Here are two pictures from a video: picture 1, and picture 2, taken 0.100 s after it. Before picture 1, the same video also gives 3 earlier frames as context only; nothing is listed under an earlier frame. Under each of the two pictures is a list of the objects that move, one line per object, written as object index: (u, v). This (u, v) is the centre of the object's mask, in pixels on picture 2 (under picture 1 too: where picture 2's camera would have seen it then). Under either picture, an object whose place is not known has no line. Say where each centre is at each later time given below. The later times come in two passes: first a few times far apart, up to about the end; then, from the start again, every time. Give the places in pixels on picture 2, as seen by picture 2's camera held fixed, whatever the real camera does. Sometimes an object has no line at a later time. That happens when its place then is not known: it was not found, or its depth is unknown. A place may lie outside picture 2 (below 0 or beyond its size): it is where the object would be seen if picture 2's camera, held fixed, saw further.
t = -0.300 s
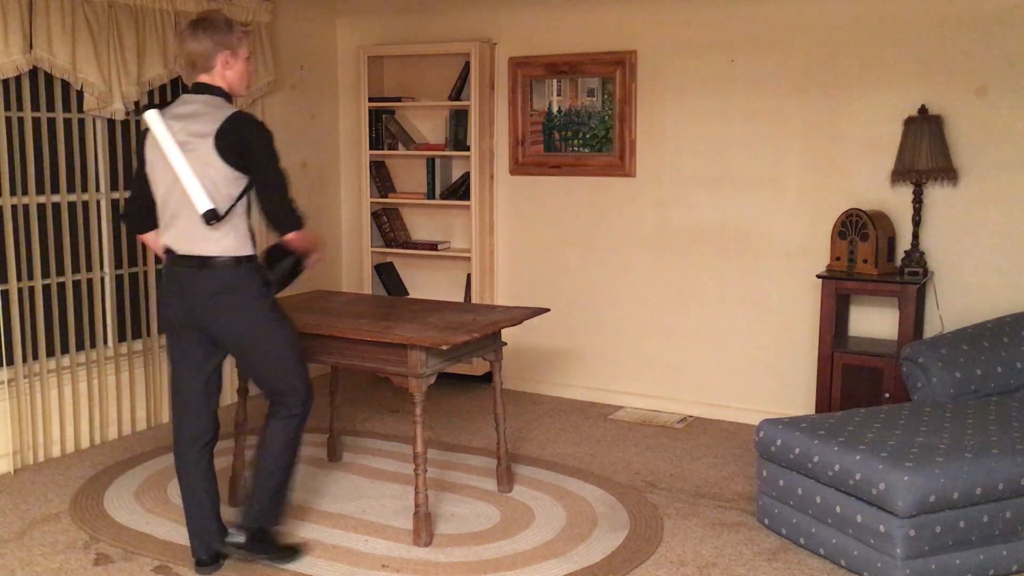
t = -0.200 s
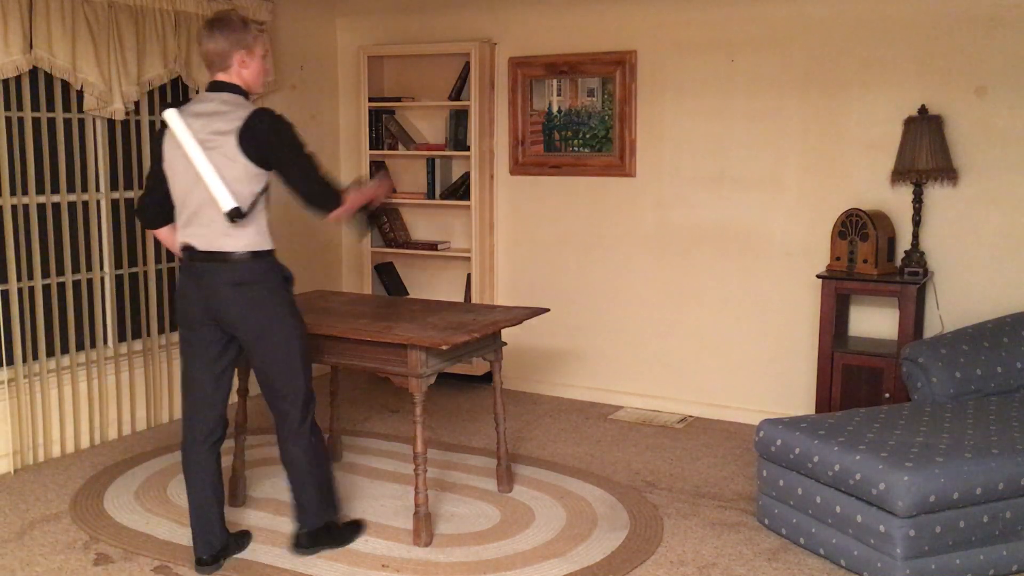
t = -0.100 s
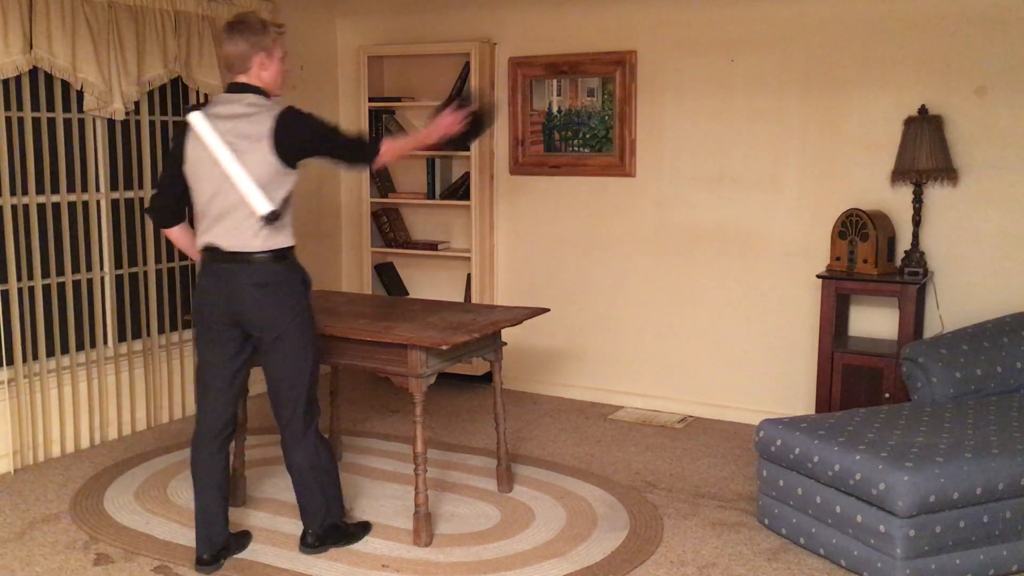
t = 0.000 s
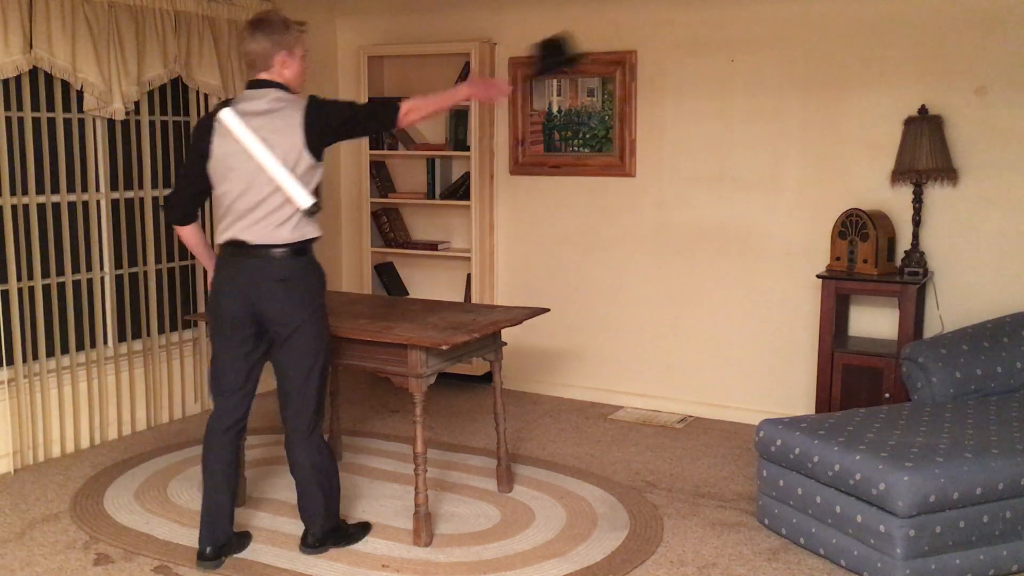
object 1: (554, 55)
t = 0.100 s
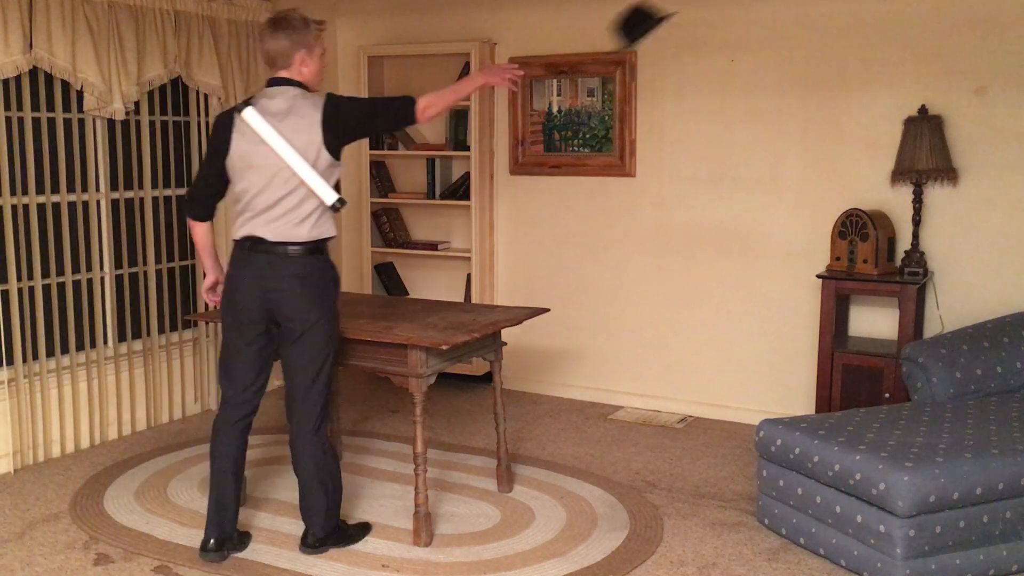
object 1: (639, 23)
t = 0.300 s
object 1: (783, 30)
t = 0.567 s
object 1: (917, 120)
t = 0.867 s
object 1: (931, 119)
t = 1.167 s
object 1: (931, 119)
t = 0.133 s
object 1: (666, 20)
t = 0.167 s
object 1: (692, 18)
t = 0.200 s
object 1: (717, 18)
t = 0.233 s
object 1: (740, 20)
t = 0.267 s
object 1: (762, 24)
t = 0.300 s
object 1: (783, 30)
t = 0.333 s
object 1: (805, 37)
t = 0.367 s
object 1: (825, 47)
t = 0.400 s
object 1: (843, 59)
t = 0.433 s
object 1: (861, 71)
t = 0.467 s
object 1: (880, 84)
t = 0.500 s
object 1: (896, 99)
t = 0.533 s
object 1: (911, 116)
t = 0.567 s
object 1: (917, 120)
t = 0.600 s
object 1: (922, 120)
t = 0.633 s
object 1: (926, 118)
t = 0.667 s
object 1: (930, 119)
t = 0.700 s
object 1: (933, 119)
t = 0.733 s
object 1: (931, 118)
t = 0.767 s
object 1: (931, 119)
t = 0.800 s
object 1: (931, 119)
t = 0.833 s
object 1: (931, 119)
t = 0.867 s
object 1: (931, 119)
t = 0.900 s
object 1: (932, 119)
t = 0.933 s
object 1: (932, 119)
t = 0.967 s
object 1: (932, 119)
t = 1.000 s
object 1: (932, 119)
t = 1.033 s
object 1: (931, 119)
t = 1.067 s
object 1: (931, 119)
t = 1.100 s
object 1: (931, 119)
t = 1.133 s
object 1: (931, 119)
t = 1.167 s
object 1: (931, 119)
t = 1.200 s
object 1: (932, 119)
